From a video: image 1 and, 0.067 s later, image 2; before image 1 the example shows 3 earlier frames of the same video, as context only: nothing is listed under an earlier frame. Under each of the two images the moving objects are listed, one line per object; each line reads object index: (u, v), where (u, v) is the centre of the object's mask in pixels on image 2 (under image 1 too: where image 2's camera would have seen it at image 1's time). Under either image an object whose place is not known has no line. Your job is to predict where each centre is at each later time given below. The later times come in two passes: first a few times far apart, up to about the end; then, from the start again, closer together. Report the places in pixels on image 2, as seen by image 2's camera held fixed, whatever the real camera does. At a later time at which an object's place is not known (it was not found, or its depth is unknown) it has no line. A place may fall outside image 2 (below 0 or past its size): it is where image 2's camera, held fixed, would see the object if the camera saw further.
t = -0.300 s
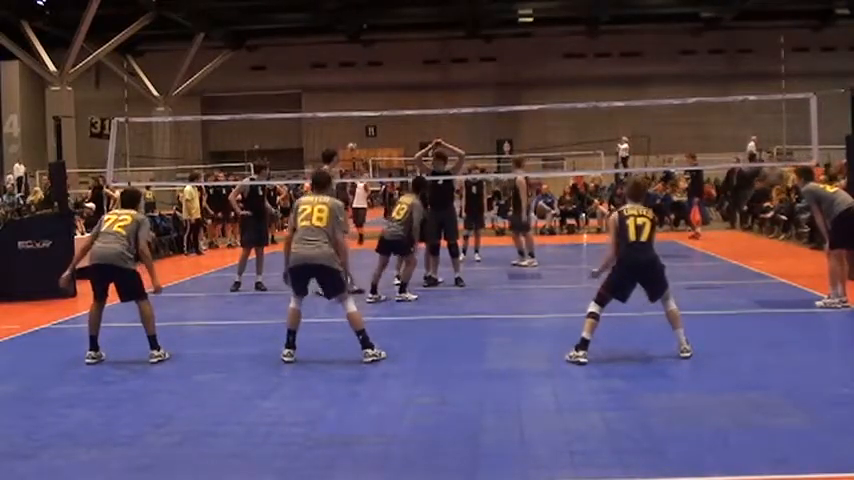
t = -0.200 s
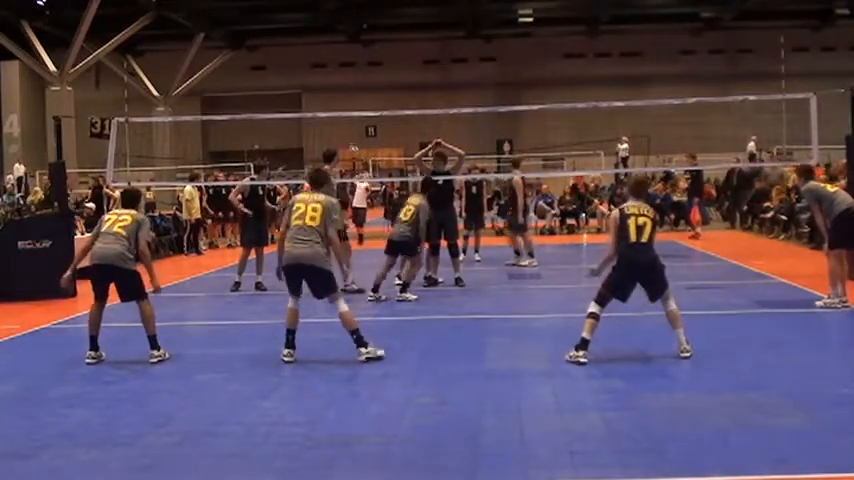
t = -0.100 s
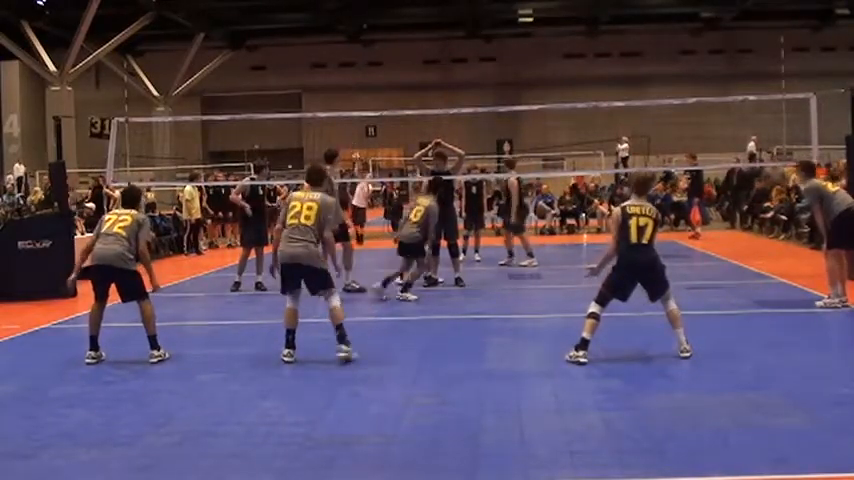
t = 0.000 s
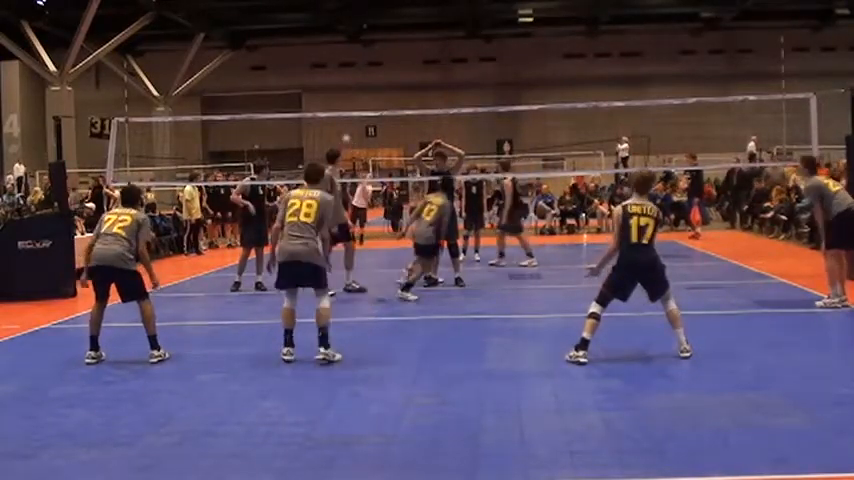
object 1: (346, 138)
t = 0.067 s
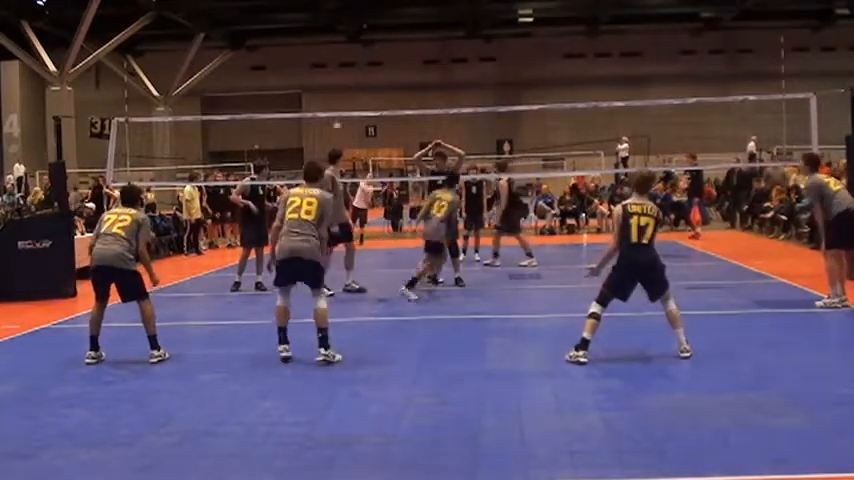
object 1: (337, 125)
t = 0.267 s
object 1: (309, 96)
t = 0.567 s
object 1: (252, 81)
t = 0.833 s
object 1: (181, 114)
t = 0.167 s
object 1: (324, 108)
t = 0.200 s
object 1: (319, 105)
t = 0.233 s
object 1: (314, 100)
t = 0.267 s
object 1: (309, 96)
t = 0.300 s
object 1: (304, 92)
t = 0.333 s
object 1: (298, 89)
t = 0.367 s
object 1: (293, 86)
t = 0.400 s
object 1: (287, 84)
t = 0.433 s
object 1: (281, 82)
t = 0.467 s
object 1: (274, 81)
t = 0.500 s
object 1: (267, 80)
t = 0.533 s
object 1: (260, 80)
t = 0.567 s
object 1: (252, 81)
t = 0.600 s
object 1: (245, 80)
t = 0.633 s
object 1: (237, 82)
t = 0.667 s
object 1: (228, 86)
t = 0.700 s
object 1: (219, 90)
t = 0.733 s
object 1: (211, 95)
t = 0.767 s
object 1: (201, 100)
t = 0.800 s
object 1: (191, 107)
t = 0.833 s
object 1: (181, 114)
